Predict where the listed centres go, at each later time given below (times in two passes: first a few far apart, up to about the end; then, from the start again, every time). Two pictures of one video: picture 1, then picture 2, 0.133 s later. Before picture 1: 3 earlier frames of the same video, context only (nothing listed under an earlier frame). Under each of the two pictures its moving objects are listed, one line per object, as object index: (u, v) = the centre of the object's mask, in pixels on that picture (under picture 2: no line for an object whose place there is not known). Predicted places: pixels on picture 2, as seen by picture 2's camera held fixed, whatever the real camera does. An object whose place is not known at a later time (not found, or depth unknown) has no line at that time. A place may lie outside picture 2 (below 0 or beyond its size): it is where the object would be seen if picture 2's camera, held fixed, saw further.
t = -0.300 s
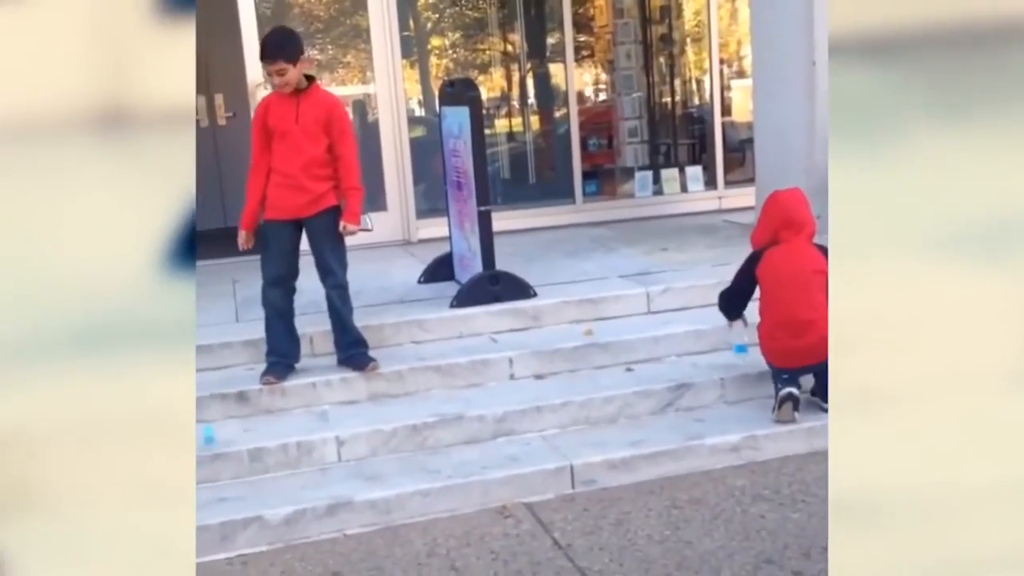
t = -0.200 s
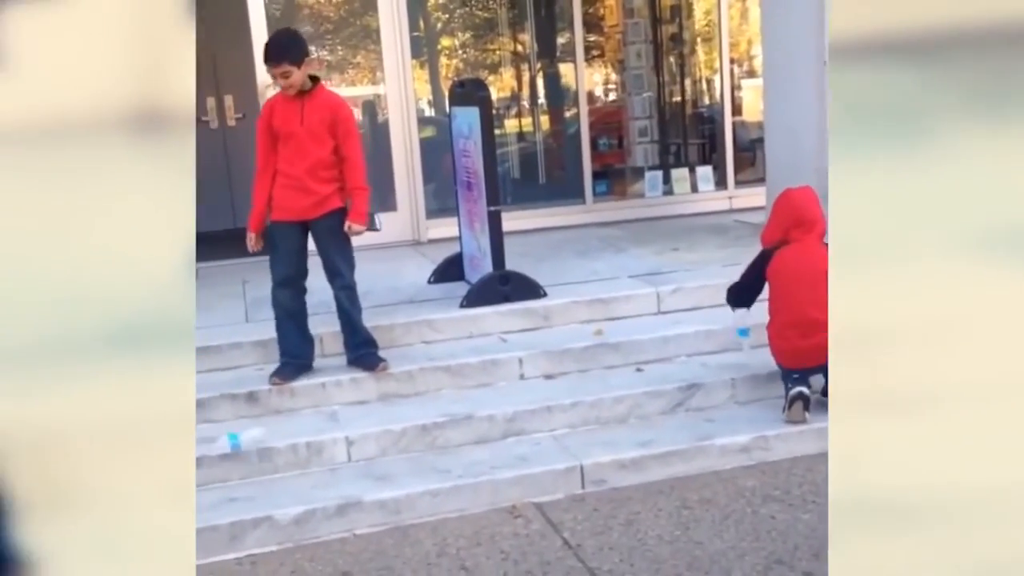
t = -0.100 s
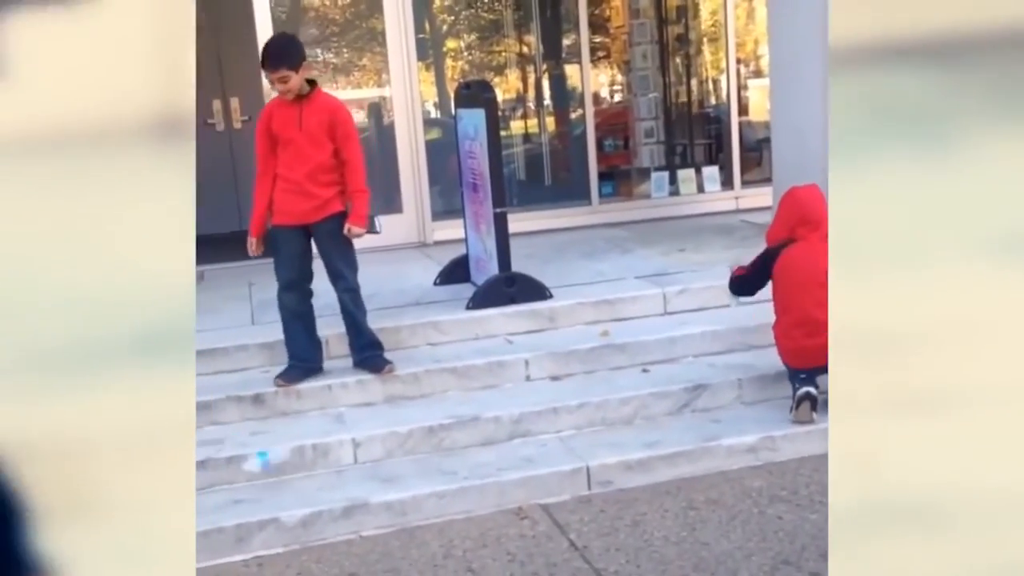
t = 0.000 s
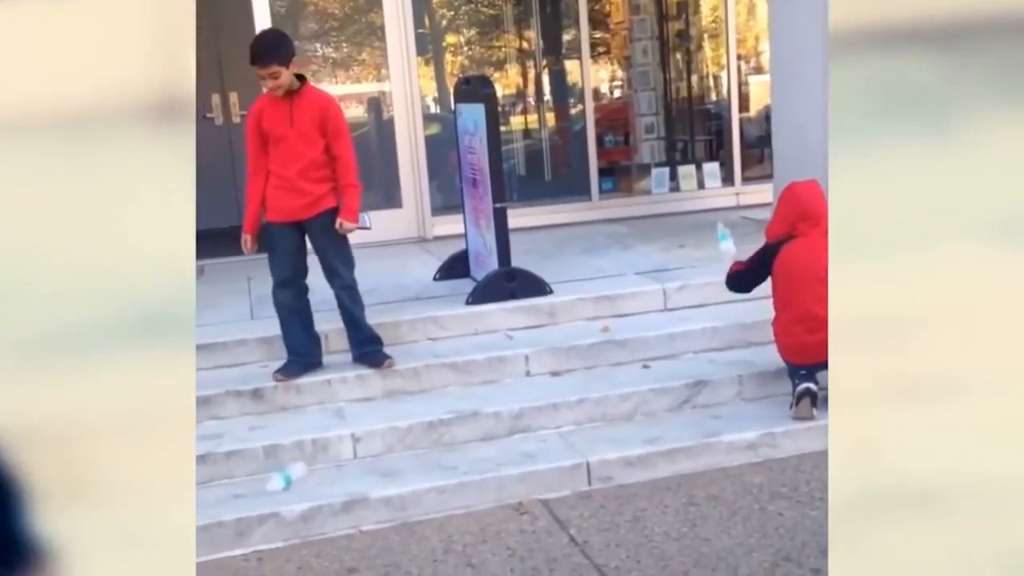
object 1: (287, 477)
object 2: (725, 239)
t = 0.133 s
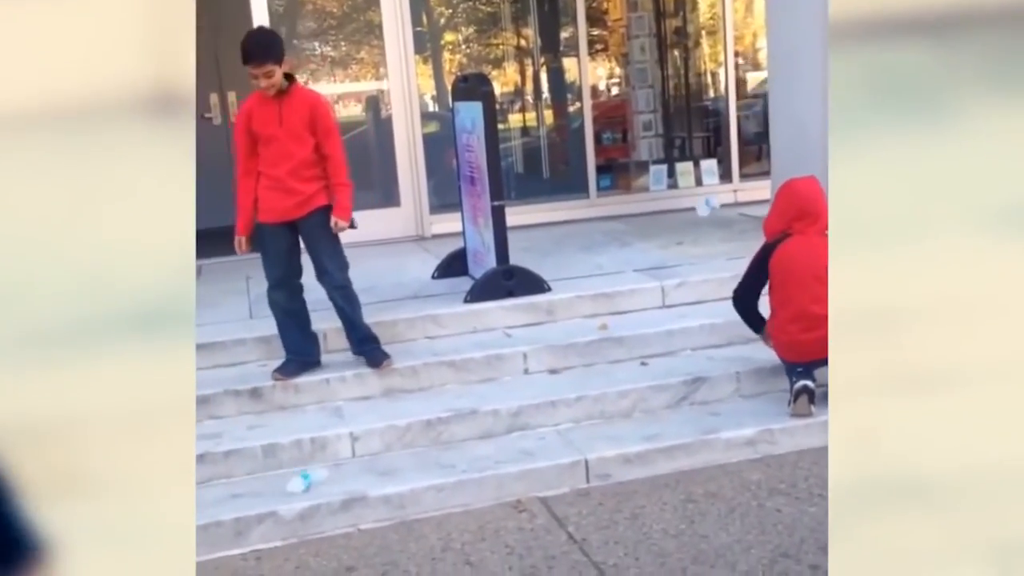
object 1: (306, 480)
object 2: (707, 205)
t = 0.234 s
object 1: (321, 481)
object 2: (707, 210)
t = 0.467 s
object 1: (356, 487)
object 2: (694, 289)
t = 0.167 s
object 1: (312, 481)
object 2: (707, 204)
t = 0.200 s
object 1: (317, 481)
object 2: (709, 205)
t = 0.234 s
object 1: (321, 481)
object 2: (707, 210)
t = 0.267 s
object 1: (327, 482)
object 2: (704, 216)
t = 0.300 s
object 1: (333, 482)
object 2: (701, 222)
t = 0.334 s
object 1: (337, 484)
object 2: (699, 232)
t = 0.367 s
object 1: (342, 484)
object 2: (697, 244)
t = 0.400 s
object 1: (347, 484)
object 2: (696, 257)
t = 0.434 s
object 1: (351, 485)
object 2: (695, 279)
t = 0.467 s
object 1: (356, 487)
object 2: (694, 289)
